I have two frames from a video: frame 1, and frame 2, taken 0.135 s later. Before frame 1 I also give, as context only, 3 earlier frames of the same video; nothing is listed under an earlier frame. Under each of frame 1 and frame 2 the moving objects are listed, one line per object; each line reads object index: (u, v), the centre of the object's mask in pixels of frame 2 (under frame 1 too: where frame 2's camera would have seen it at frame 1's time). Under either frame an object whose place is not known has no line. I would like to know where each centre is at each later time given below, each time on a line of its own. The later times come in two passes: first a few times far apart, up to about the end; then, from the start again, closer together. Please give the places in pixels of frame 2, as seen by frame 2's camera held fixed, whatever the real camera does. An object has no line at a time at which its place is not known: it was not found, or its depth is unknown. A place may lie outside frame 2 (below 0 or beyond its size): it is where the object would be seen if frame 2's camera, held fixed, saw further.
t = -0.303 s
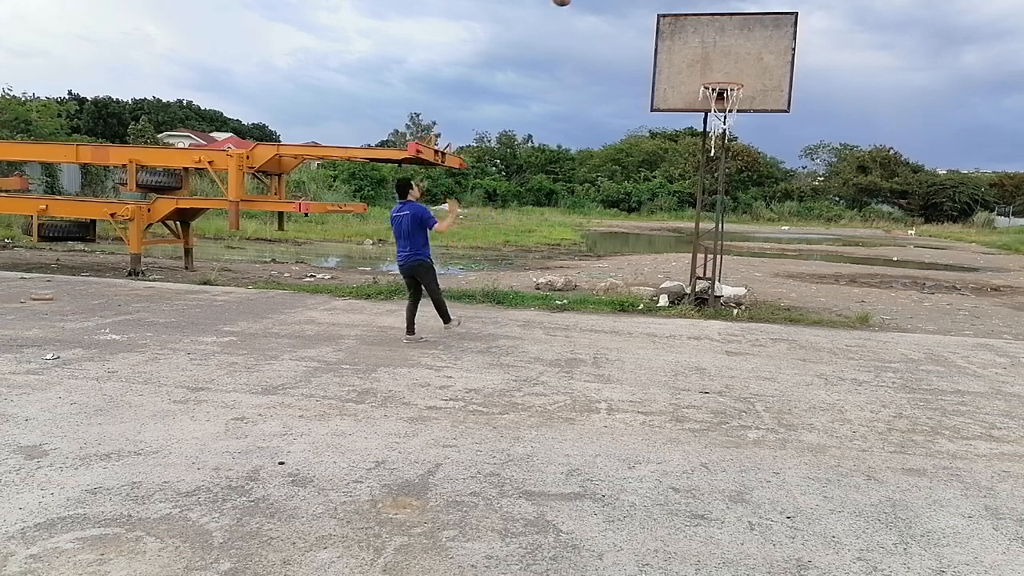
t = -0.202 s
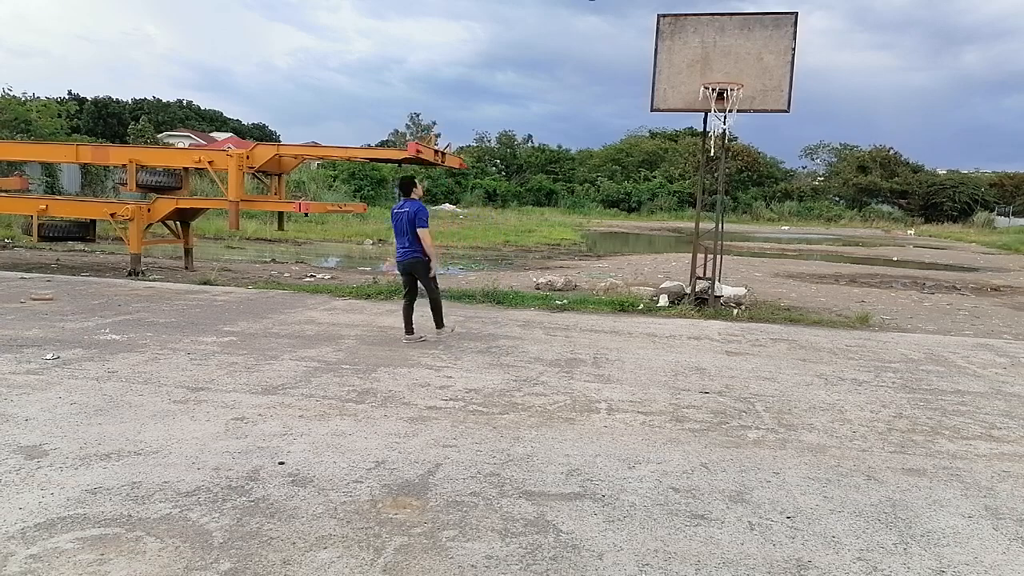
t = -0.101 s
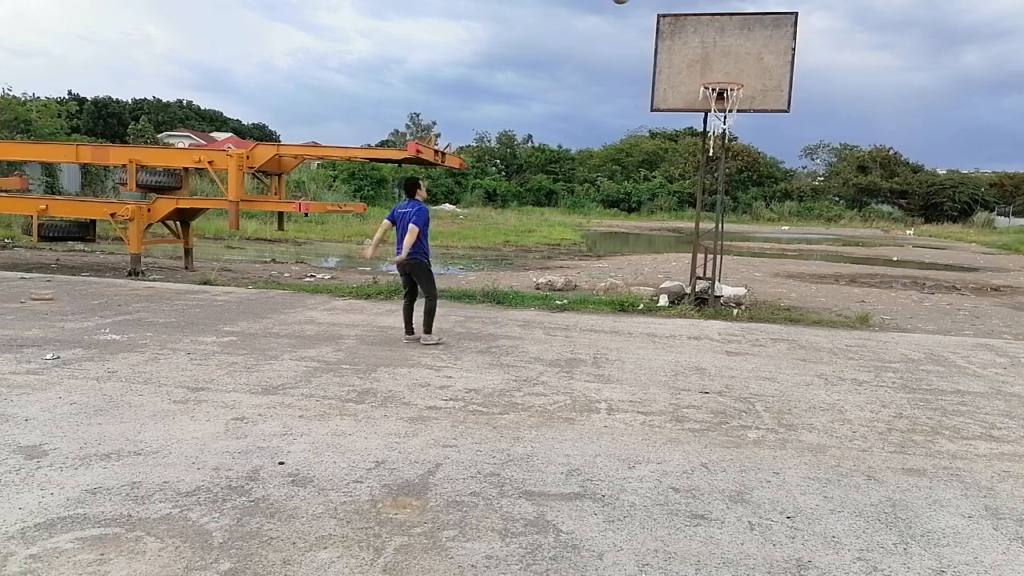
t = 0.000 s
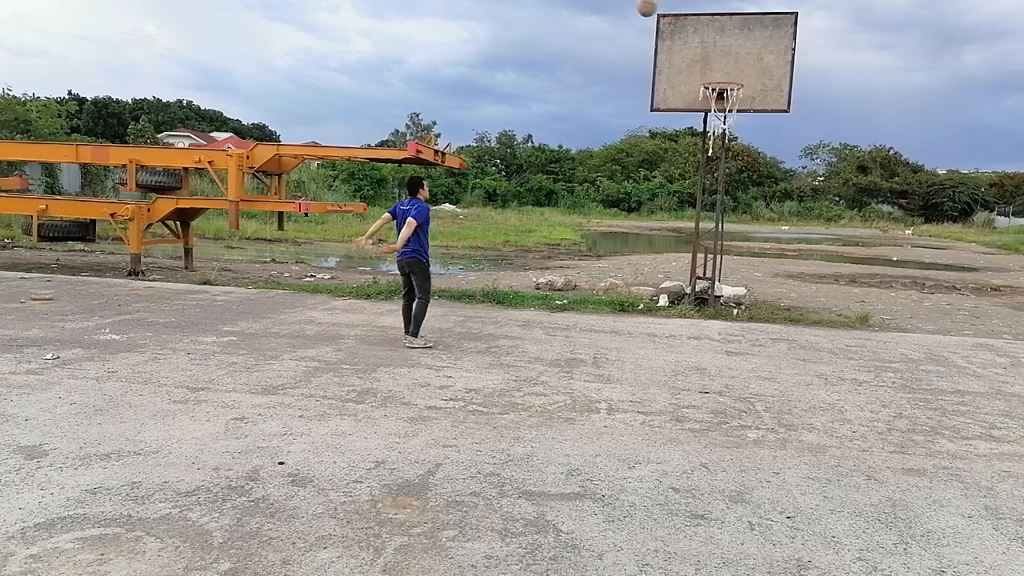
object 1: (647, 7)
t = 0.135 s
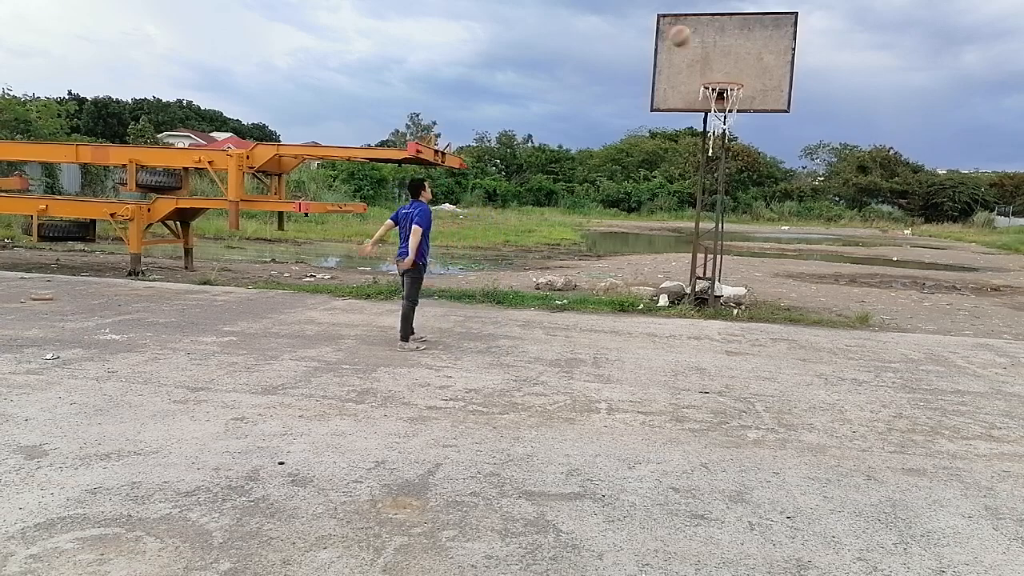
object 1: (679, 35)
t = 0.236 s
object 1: (701, 67)
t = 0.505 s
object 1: (680, 50)
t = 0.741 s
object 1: (649, 75)
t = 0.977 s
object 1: (615, 153)
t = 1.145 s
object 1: (588, 244)
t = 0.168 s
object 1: (688, 46)
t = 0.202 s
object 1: (694, 56)
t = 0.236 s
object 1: (701, 67)
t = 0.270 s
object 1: (705, 75)
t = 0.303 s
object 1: (702, 68)
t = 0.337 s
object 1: (699, 63)
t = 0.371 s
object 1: (695, 59)
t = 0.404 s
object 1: (691, 55)
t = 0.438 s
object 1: (688, 53)
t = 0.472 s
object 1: (683, 51)
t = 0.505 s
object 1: (680, 50)
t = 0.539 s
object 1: (676, 51)
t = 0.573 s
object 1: (672, 52)
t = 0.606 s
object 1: (668, 54)
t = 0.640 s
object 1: (663, 58)
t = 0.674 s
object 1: (659, 63)
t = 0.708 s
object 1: (654, 68)
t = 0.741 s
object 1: (649, 75)
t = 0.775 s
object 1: (645, 83)
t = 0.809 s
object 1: (641, 91)
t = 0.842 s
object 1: (635, 102)
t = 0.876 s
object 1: (630, 113)
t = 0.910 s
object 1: (625, 125)
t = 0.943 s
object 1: (620, 139)
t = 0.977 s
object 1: (615, 153)
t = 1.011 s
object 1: (610, 169)
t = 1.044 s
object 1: (604, 186)
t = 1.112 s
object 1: (593, 222)
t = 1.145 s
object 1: (588, 244)
